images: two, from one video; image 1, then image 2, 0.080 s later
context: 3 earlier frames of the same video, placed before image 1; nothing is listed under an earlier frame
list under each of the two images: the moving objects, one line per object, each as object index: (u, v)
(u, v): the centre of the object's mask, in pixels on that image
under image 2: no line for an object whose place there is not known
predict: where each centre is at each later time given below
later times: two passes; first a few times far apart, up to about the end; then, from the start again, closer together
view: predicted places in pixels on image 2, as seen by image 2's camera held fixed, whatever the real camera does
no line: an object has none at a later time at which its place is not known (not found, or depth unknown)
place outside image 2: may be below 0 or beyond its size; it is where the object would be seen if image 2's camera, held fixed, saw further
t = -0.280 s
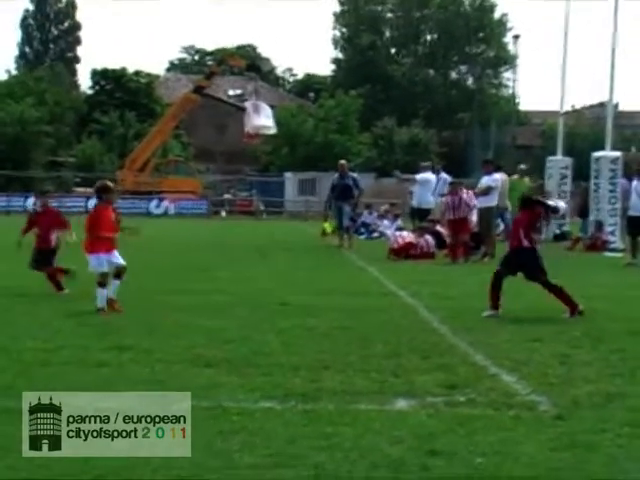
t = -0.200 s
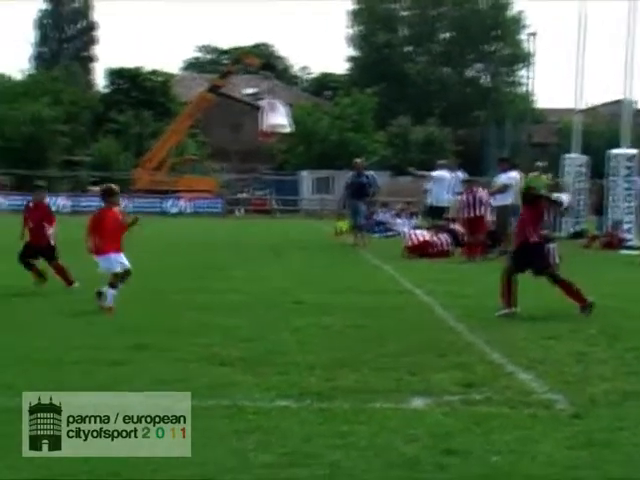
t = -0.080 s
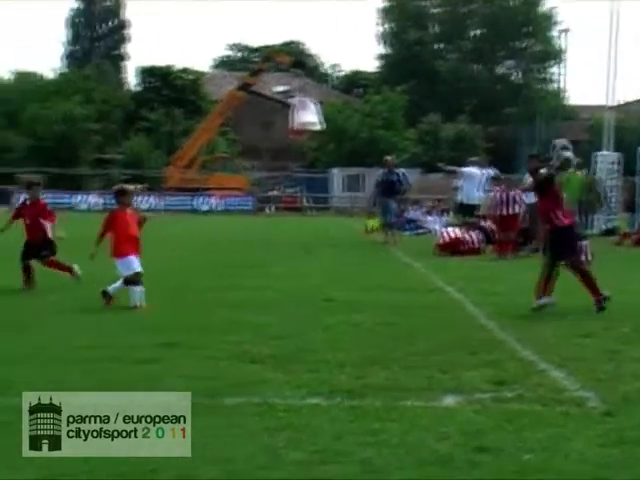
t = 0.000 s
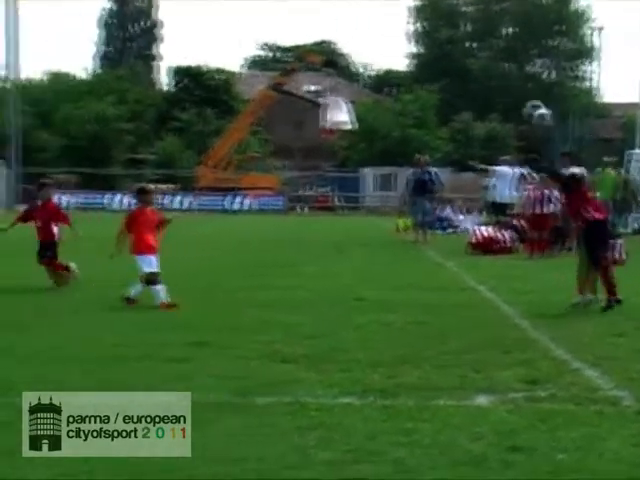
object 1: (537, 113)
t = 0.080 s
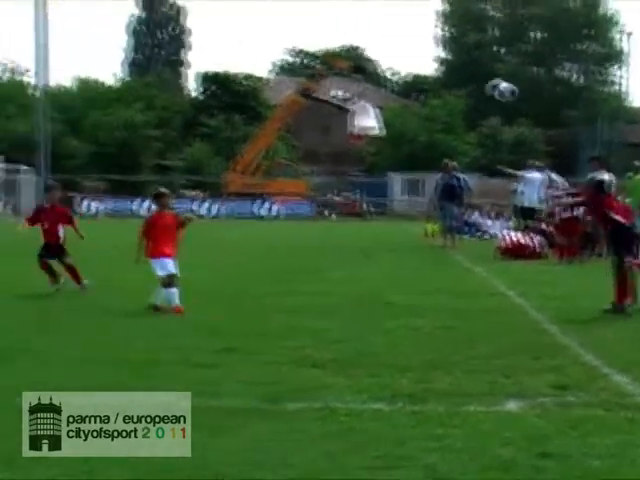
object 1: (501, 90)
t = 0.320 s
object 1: (301, 43)
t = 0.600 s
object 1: (60, 54)
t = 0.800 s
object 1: (-120, 116)
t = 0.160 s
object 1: (435, 69)
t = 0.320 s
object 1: (301, 43)
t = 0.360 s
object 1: (268, 39)
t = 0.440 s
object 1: (197, 39)
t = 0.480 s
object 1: (166, 36)
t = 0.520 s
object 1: (129, 41)
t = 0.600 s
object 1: (60, 54)
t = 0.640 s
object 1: (27, 62)
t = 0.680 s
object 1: (-9, 73)
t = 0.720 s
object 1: (-51, 84)
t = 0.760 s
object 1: (-82, 98)
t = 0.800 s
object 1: (-120, 116)
